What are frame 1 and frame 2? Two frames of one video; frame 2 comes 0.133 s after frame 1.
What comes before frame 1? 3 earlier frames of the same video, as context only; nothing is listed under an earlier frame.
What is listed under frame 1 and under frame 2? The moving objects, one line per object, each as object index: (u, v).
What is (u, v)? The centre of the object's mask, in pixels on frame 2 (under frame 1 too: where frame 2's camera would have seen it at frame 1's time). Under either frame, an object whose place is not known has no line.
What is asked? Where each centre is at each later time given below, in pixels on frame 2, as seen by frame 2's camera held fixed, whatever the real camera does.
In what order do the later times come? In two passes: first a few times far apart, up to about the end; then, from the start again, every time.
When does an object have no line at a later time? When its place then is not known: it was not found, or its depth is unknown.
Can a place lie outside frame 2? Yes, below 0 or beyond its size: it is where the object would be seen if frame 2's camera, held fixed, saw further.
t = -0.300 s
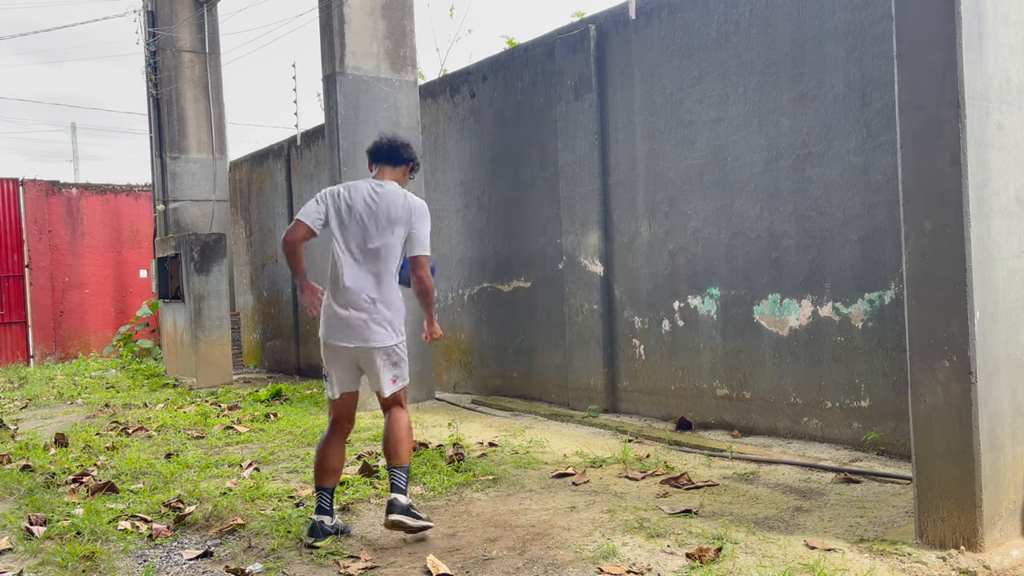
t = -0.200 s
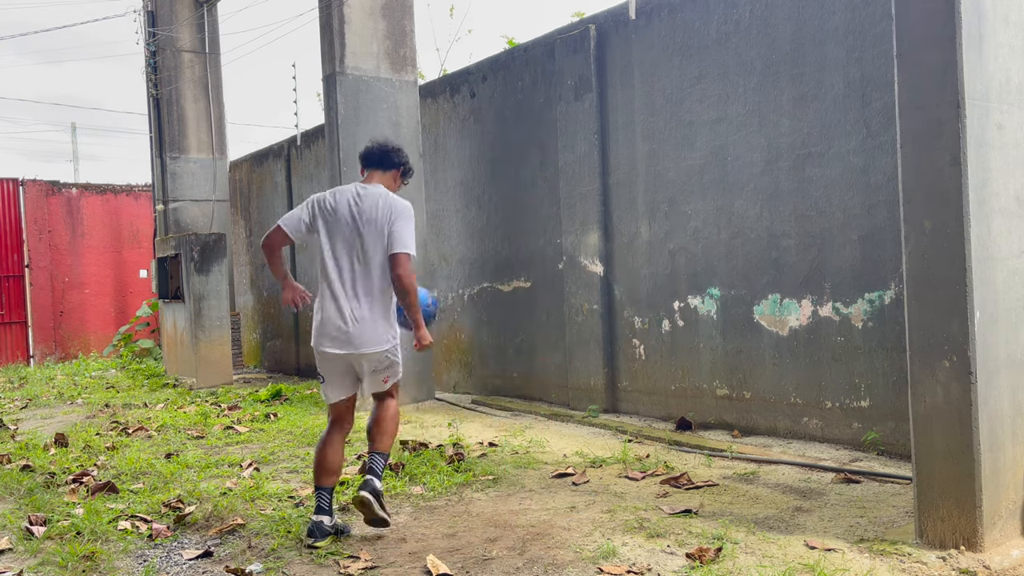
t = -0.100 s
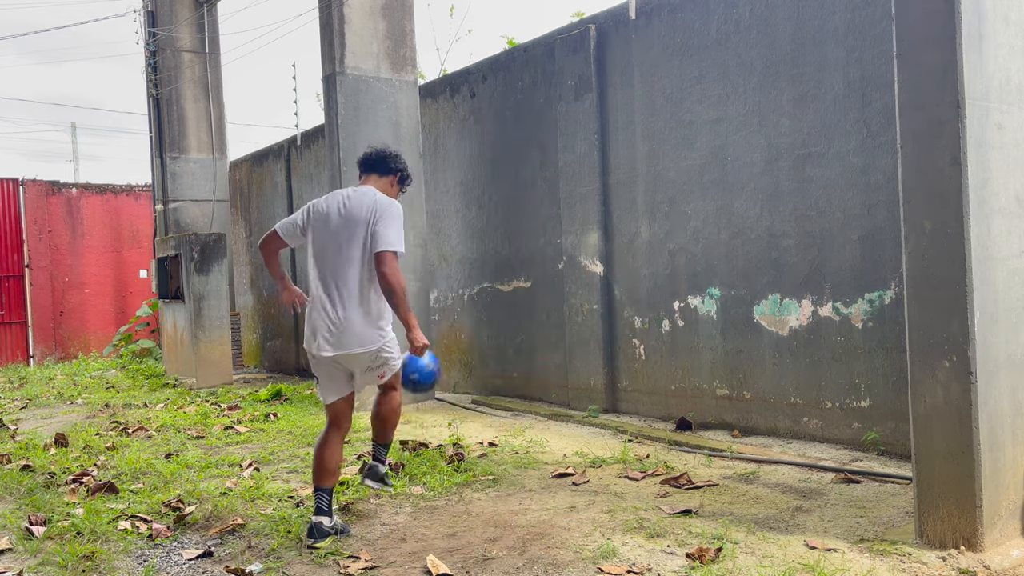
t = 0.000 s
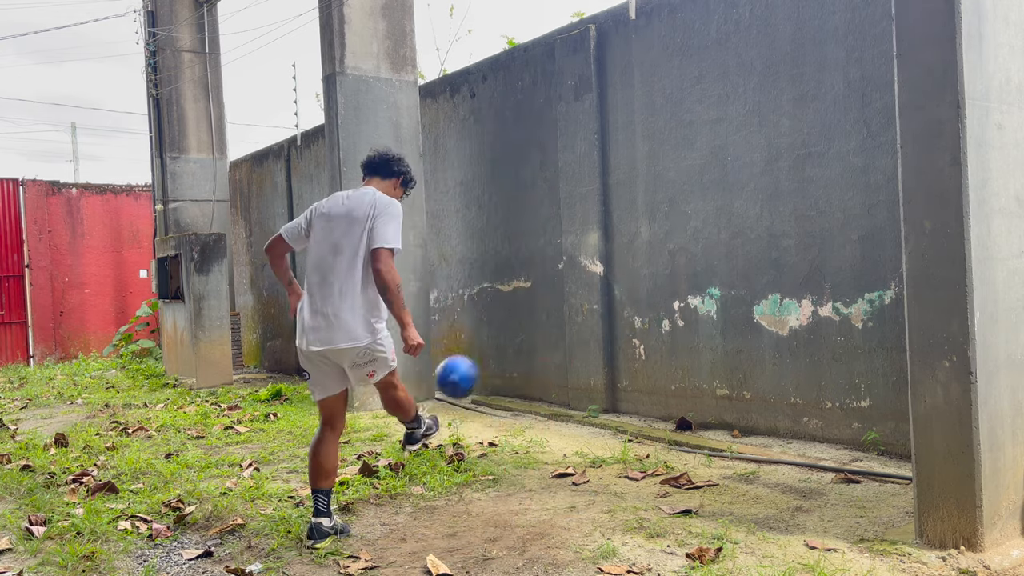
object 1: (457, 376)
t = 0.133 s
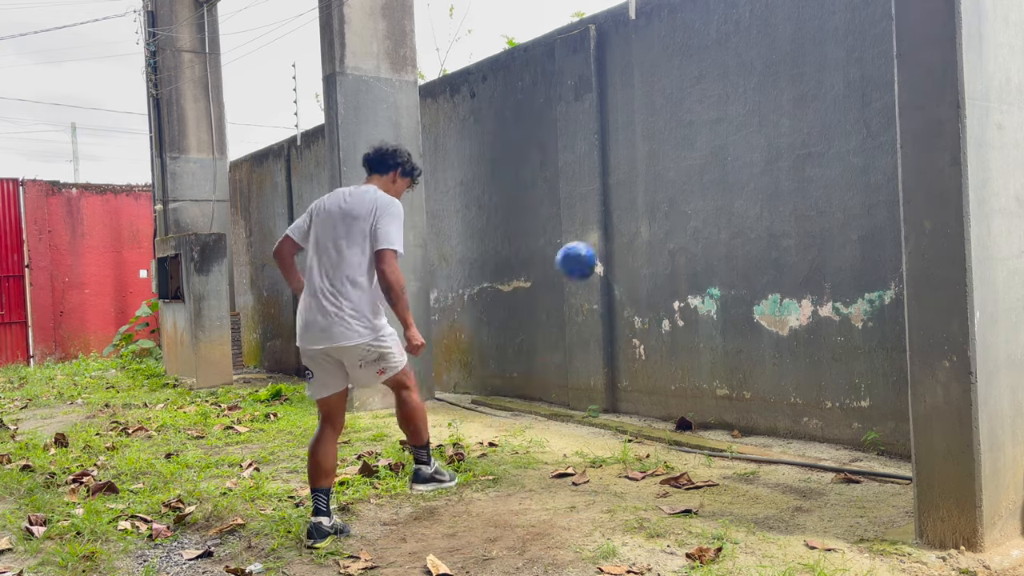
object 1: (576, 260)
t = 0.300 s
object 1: (706, 180)
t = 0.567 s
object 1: (659, 150)
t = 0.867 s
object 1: (519, 280)
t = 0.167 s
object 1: (604, 238)
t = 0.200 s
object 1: (631, 221)
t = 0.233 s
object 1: (657, 205)
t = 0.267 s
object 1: (682, 191)
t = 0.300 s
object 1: (706, 180)
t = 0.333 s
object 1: (729, 171)
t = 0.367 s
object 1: (736, 164)
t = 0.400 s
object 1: (724, 157)
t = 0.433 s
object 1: (712, 152)
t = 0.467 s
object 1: (699, 149)
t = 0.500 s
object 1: (686, 147)
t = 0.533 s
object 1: (673, 148)
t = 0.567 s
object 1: (659, 150)
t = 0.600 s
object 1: (645, 155)
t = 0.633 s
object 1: (631, 161)
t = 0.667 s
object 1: (616, 170)
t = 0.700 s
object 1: (601, 181)
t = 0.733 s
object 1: (586, 195)
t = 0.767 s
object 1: (570, 212)
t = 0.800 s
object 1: (553, 231)
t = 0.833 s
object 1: (536, 254)
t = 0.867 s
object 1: (519, 280)
